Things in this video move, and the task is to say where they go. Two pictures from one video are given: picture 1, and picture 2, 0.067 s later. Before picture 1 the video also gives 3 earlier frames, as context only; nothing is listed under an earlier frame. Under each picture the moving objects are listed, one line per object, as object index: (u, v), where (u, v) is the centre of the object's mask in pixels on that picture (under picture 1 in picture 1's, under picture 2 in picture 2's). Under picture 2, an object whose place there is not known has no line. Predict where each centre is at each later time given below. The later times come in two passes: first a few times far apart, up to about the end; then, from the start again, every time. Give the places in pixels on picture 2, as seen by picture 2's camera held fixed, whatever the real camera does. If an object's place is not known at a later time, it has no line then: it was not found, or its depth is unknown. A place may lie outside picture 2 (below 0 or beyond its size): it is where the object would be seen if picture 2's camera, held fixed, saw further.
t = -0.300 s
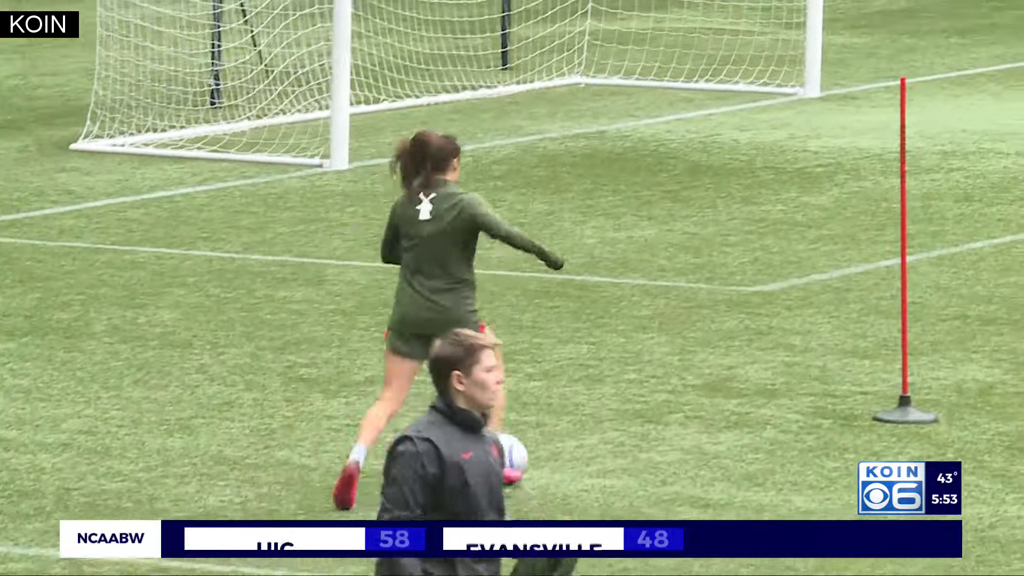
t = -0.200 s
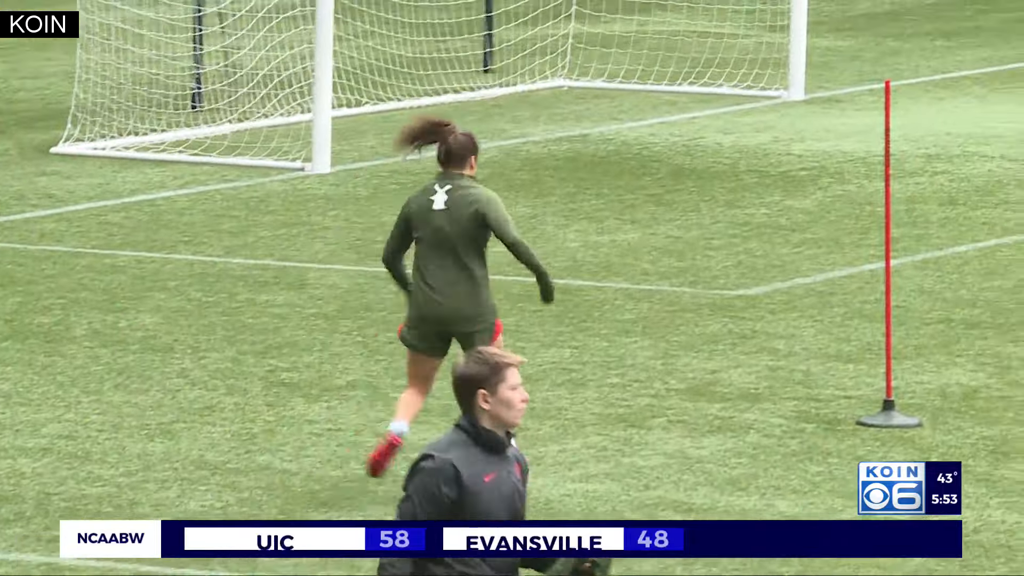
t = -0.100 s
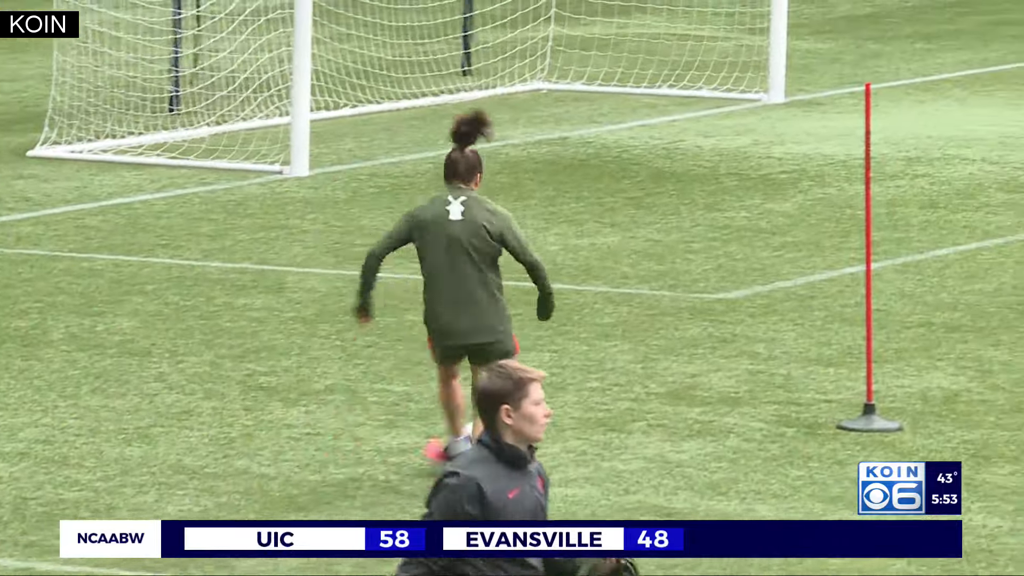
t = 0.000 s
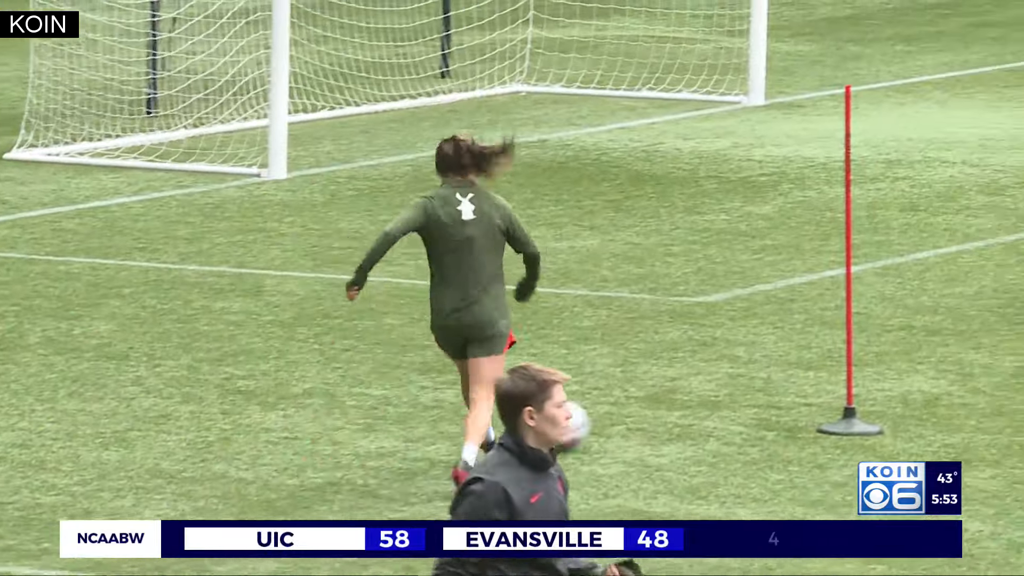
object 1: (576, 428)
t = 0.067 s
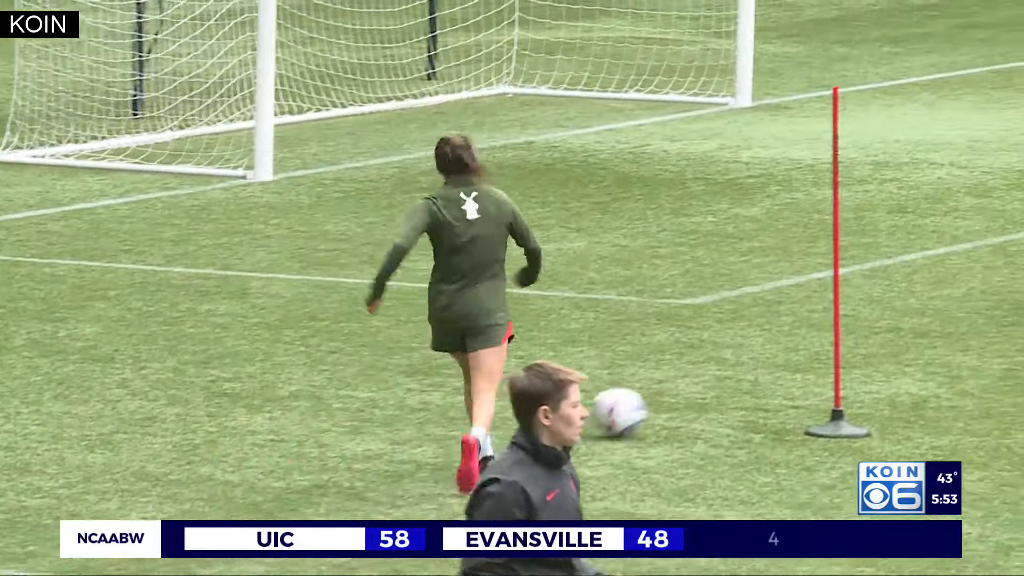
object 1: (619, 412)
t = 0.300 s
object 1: (835, 368)
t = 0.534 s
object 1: (1010, 334)
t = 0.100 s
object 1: (653, 407)
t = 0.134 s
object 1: (686, 400)
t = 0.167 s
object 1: (718, 392)
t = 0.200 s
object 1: (748, 385)
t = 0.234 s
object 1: (778, 379)
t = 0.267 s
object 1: (807, 375)
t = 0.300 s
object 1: (835, 368)
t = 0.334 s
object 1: (862, 362)
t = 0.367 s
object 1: (887, 357)
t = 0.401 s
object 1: (914, 353)
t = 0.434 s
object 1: (940, 348)
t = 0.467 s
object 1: (963, 342)
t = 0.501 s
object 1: (986, 337)
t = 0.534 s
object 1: (1010, 334)
